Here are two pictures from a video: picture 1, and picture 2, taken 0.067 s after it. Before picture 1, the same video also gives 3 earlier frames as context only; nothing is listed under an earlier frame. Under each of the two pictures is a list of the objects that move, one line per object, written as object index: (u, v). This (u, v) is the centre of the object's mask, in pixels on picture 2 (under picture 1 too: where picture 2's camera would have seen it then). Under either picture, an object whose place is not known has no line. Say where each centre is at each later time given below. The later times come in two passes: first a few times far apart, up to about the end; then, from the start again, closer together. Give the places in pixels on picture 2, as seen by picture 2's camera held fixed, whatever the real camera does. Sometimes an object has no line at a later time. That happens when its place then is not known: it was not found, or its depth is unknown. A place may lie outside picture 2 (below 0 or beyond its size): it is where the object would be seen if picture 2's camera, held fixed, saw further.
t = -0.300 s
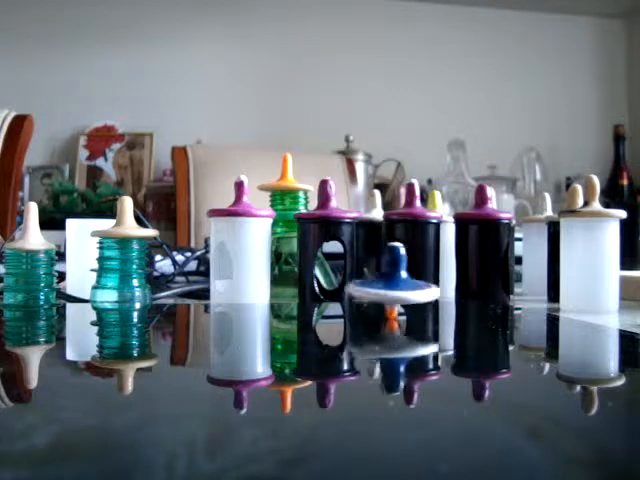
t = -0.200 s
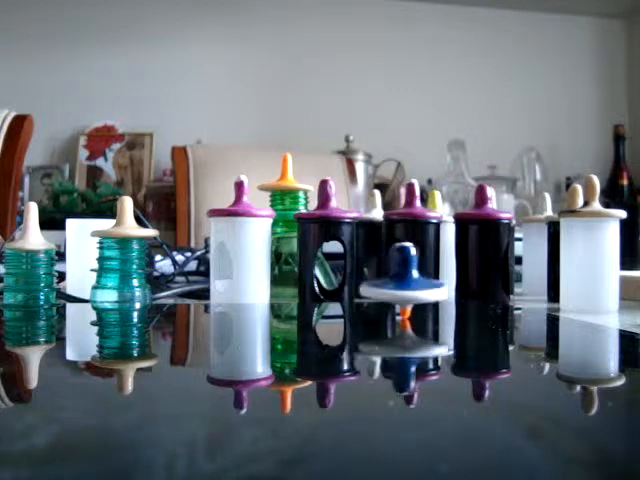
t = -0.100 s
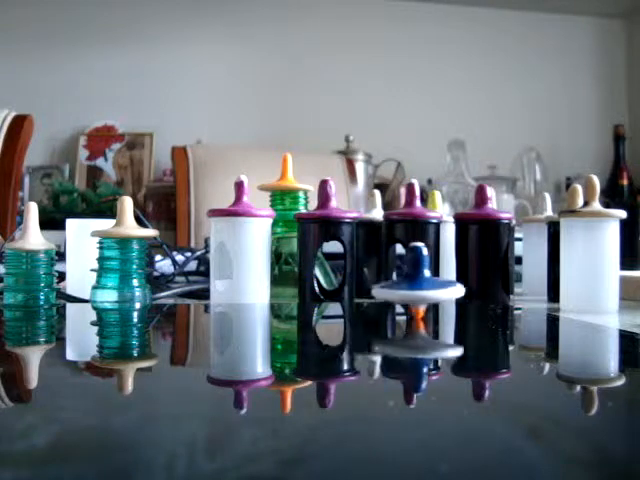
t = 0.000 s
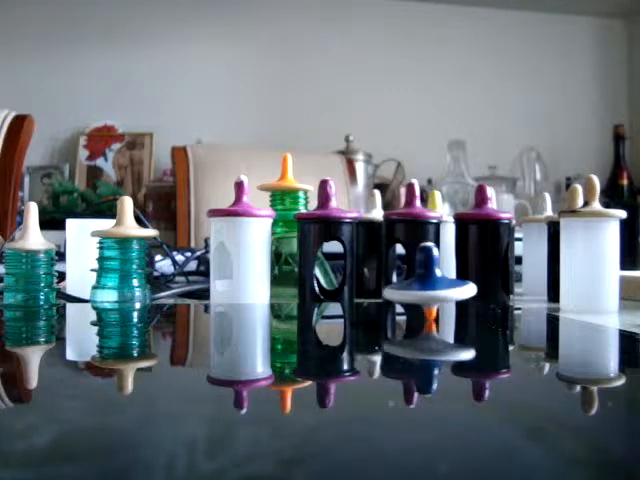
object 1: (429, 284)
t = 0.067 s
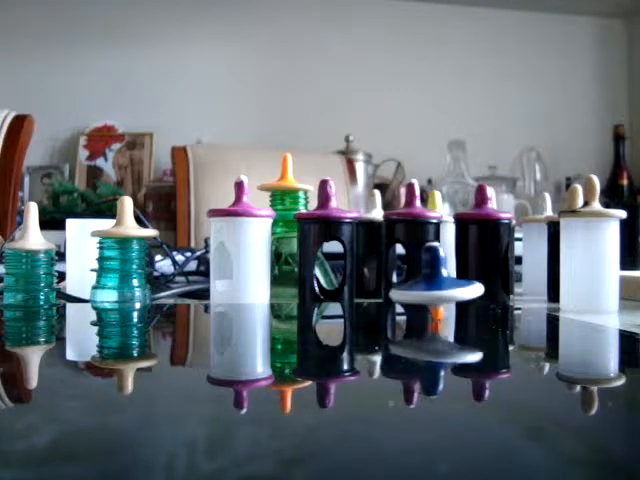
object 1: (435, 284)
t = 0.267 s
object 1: (447, 284)
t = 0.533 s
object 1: (438, 285)
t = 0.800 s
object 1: (408, 288)
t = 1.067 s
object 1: (387, 285)
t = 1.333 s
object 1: (392, 285)
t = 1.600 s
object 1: (419, 284)
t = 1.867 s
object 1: (448, 285)
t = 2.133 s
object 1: (458, 286)
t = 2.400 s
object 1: (440, 288)
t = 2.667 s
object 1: (411, 287)
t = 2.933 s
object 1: (402, 285)
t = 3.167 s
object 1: (415, 284)
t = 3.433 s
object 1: (443, 285)
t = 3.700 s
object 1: (465, 285)
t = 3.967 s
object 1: (461, 287)
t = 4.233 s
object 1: (435, 286)
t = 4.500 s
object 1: (416, 286)
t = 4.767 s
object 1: (423, 285)
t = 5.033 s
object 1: (449, 284)
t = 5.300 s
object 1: (470, 285)
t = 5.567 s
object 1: (467, 288)
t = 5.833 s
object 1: (443, 288)
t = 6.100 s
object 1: (424, 287)
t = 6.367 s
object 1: (431, 286)
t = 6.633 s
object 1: (456, 285)
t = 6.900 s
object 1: (472, 285)
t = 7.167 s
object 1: (463, 288)
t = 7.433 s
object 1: (438, 289)
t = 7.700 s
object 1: (428, 287)
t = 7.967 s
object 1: (441, 285)
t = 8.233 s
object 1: (465, 285)
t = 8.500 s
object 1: (471, 286)
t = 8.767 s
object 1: (453, 288)
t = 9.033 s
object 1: (432, 286)
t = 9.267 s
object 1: (433, 286)
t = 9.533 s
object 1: (453, 286)
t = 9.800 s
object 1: (470, 286)
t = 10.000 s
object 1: (468, 288)
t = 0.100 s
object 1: (438, 284)
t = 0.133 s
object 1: (440, 283)
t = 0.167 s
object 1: (443, 285)
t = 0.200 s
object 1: (445, 285)
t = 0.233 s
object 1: (446, 284)
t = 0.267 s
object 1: (447, 284)
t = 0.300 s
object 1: (447, 284)
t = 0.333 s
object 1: (447, 285)
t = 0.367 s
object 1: (447, 285)
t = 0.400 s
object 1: (447, 285)
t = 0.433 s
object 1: (445, 286)
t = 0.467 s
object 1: (444, 287)
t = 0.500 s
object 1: (442, 286)
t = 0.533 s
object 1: (438, 285)
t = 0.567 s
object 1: (436, 285)
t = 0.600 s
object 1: (432, 285)
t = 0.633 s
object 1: (428, 286)
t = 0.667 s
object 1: (425, 286)
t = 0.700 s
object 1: (420, 286)
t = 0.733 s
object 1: (416, 286)
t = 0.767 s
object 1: (412, 287)
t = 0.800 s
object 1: (408, 288)
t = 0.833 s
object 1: (404, 287)
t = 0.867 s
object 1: (400, 287)
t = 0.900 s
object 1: (397, 286)
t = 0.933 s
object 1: (395, 286)
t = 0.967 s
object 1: (392, 286)
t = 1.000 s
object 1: (390, 285)
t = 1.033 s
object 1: (388, 286)
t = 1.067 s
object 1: (387, 285)
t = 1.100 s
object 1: (386, 285)
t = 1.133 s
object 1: (386, 285)
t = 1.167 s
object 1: (386, 285)
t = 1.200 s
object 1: (386, 285)
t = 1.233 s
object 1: (387, 284)
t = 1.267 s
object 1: (388, 285)
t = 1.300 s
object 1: (390, 285)
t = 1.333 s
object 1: (392, 285)
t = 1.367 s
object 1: (394, 284)
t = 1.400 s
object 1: (398, 284)
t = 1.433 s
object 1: (401, 284)
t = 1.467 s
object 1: (403, 283)
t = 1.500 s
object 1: (407, 284)
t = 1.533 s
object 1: (411, 284)
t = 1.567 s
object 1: (415, 284)
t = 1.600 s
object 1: (419, 284)
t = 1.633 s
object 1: (423, 283)
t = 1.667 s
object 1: (427, 284)
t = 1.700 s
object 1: (431, 284)
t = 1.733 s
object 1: (435, 285)
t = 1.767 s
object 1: (438, 285)
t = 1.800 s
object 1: (442, 286)
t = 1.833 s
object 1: (445, 284)
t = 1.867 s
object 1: (448, 285)
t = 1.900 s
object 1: (451, 286)
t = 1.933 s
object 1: (453, 286)
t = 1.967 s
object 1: (454, 285)
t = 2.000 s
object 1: (456, 286)
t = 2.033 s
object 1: (457, 286)
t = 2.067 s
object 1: (458, 286)
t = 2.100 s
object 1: (458, 286)
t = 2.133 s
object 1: (458, 286)
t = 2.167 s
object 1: (457, 286)
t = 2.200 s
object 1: (456, 287)
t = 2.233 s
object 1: (454, 287)
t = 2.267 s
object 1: (453, 288)
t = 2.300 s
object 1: (450, 288)
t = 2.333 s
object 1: (447, 287)
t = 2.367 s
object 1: (444, 287)
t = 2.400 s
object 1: (440, 288)
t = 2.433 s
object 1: (437, 287)
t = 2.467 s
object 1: (433, 287)
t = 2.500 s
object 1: (429, 288)
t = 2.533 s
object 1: (425, 288)
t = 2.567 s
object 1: (421, 288)
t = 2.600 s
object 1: (417, 287)
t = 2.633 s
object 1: (414, 287)
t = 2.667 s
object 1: (411, 287)
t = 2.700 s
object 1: (408, 286)
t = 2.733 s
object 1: (405, 285)
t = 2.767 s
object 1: (404, 285)
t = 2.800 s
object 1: (403, 285)
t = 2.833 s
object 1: (402, 286)
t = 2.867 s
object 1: (402, 285)
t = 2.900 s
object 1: (401, 285)
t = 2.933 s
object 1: (402, 285)
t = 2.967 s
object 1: (402, 283)
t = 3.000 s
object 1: (403, 284)
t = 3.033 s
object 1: (404, 284)
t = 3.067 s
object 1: (406, 284)
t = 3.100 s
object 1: (409, 284)
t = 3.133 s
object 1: (412, 284)
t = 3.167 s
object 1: (415, 284)
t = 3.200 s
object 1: (418, 284)
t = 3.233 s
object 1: (422, 284)
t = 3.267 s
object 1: (425, 284)
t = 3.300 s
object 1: (428, 284)
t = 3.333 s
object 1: (430, 282)
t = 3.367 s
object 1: (436, 286)
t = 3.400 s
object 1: (441, 286)
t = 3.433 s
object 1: (443, 285)
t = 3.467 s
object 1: (447, 284)
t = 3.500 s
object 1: (452, 285)
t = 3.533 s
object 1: (455, 285)
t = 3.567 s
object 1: (457, 285)
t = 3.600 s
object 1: (460, 286)
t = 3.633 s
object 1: (462, 286)
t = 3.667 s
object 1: (463, 286)
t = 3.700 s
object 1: (465, 285)
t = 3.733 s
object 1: (466, 286)
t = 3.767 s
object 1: (466, 286)
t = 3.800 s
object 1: (467, 286)
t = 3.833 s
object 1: (467, 286)
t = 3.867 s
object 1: (466, 287)
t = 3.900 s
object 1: (465, 287)
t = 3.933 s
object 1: (463, 287)
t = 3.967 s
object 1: (461, 287)
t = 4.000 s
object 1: (458, 287)
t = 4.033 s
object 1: (456, 288)
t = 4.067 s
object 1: (453, 288)
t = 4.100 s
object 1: (449, 288)
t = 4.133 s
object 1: (446, 287)
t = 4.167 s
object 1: (442, 288)
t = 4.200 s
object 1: (438, 287)
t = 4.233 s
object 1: (435, 286)
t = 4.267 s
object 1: (431, 288)
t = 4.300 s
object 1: (428, 288)
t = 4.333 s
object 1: (425, 288)
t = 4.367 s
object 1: (423, 287)
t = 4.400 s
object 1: (420, 286)
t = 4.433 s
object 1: (418, 287)
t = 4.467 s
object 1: (416, 286)
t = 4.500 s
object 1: (416, 286)
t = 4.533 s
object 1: (415, 286)
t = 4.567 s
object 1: (415, 286)
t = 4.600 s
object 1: (415, 286)
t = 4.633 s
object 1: (416, 285)
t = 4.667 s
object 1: (417, 285)
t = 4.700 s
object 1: (419, 285)
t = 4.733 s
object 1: (421, 285)
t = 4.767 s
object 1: (423, 285)
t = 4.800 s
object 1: (426, 286)
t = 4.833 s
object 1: (429, 285)
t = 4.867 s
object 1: (432, 286)
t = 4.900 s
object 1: (435, 286)
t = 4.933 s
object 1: (439, 285)
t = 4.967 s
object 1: (442, 286)
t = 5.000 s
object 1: (446, 285)
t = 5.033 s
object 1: (449, 284)
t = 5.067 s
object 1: (453, 284)
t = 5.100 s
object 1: (457, 285)
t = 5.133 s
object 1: (459, 286)
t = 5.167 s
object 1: (462, 286)
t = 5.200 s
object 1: (465, 285)
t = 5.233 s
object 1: (467, 285)
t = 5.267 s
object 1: (469, 285)
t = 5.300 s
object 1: (470, 285)
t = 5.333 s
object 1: (471, 286)
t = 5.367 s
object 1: (472, 286)
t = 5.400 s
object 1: (472, 286)
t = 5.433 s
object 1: (472, 287)
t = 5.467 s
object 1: (471, 287)
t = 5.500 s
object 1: (470, 287)
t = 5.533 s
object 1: (469, 287)
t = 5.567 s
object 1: (467, 288)
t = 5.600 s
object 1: (465, 288)
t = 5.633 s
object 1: (463, 288)
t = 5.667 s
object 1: (460, 288)
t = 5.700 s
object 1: (456, 288)
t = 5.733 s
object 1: (453, 288)
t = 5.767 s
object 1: (450, 289)
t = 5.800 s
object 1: (447, 289)
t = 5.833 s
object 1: (443, 288)
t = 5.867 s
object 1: (440, 288)
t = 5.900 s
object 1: (437, 288)
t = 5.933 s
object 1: (434, 287)
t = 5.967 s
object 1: (431, 287)
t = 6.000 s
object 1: (429, 286)
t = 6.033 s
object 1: (427, 287)
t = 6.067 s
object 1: (425, 287)
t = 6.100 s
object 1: (424, 287)
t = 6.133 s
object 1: (424, 287)
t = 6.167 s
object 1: (424, 287)
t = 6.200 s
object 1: (424, 287)
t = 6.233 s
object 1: (425, 285)
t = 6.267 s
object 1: (426, 286)
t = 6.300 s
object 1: (427, 286)
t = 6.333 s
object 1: (430, 286)
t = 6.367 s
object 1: (431, 286)
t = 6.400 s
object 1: (434, 286)
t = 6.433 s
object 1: (437, 286)
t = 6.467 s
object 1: (440, 286)
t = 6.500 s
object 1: (443, 285)
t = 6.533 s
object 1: (446, 285)
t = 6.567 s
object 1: (449, 285)
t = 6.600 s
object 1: (453, 286)
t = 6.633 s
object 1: (456, 285)
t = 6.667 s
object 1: (459, 285)
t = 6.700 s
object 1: (462, 286)
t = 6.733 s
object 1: (464, 285)
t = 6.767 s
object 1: (467, 285)
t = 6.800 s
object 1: (469, 285)
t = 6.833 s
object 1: (470, 285)
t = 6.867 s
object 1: (471, 285)
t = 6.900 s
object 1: (472, 285)
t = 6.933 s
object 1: (472, 287)
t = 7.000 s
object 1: (472, 287)
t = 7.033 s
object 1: (471, 287)
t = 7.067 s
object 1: (470, 288)
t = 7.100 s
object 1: (468, 288)
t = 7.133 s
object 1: (465, 288)
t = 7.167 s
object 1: (463, 288)
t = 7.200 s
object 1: (460, 288)
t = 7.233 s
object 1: (457, 288)
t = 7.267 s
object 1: (454, 288)
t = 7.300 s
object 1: (450, 288)
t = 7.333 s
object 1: (448, 290)
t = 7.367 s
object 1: (444, 290)
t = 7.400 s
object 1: (441, 289)
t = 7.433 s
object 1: (438, 289)
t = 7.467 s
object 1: (435, 288)
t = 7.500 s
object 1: (433, 286)
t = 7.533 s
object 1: (431, 288)
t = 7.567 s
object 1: (430, 288)
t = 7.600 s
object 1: (429, 288)
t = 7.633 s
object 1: (428, 287)
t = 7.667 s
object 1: (428, 287)
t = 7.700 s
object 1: (428, 287)
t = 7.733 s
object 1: (428, 287)
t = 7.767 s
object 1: (429, 285)
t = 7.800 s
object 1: (431, 285)
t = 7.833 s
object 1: (432, 285)
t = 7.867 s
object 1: (433, 285)
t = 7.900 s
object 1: (436, 285)
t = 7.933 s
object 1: (438, 286)
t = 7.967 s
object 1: (441, 285)
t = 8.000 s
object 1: (445, 286)
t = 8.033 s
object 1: (448, 286)
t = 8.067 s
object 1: (451, 285)
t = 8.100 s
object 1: (454, 285)
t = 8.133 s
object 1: (457, 285)
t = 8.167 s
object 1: (460, 285)
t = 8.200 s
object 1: (463, 286)
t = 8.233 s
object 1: (465, 285)
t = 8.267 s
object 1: (467, 285)
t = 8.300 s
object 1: (469, 286)
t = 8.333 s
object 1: (470, 286)
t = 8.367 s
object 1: (471, 286)
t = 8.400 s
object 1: (472, 286)
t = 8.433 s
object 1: (472, 286)
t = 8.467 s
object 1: (471, 285)
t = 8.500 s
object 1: (471, 286)
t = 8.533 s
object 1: (470, 286)
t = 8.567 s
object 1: (469, 286)
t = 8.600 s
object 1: (466, 286)
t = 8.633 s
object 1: (464, 288)
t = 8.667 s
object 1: (462, 288)
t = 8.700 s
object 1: (459, 287)
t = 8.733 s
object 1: (456, 288)
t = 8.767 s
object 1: (453, 288)
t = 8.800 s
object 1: (450, 287)
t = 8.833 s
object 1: (447, 288)
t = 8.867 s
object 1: (444, 287)
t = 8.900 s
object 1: (441, 287)
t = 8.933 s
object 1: (438, 286)
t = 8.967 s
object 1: (435, 286)
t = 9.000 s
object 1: (434, 286)
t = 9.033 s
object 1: (432, 286)
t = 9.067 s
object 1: (431, 286)
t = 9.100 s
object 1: (431, 286)
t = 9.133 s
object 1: (430, 286)
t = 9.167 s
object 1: (430, 286)
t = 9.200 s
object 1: (430, 286)
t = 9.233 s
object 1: (431, 286)
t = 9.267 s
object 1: (433, 286)
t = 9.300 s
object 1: (434, 286)
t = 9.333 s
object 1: (436, 286)
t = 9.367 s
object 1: (439, 287)
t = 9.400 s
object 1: (441, 287)
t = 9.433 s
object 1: (444, 286)
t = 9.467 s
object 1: (446, 285)
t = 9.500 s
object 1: (451, 286)
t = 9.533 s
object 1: (453, 286)
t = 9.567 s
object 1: (456, 286)
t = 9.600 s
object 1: (460, 286)
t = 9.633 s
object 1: (462, 286)
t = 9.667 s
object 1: (464, 286)
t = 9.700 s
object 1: (466, 286)
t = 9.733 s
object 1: (468, 286)
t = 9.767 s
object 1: (469, 286)
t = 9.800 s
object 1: (470, 286)
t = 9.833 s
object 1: (470, 286)
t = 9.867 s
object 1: (470, 288)
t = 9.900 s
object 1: (470, 288)
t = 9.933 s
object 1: (470, 288)
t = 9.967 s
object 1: (469, 288)
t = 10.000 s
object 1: (468, 288)
